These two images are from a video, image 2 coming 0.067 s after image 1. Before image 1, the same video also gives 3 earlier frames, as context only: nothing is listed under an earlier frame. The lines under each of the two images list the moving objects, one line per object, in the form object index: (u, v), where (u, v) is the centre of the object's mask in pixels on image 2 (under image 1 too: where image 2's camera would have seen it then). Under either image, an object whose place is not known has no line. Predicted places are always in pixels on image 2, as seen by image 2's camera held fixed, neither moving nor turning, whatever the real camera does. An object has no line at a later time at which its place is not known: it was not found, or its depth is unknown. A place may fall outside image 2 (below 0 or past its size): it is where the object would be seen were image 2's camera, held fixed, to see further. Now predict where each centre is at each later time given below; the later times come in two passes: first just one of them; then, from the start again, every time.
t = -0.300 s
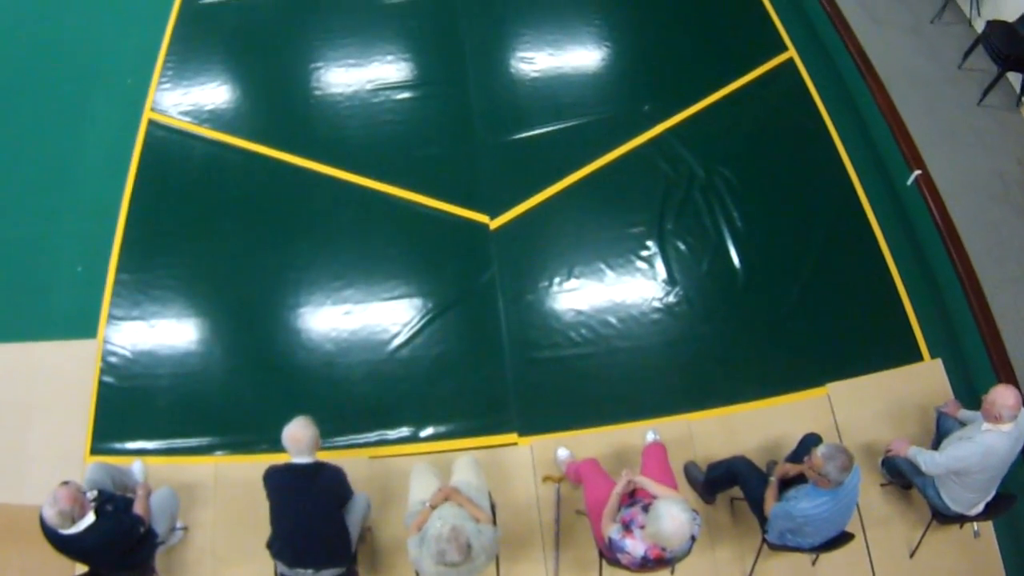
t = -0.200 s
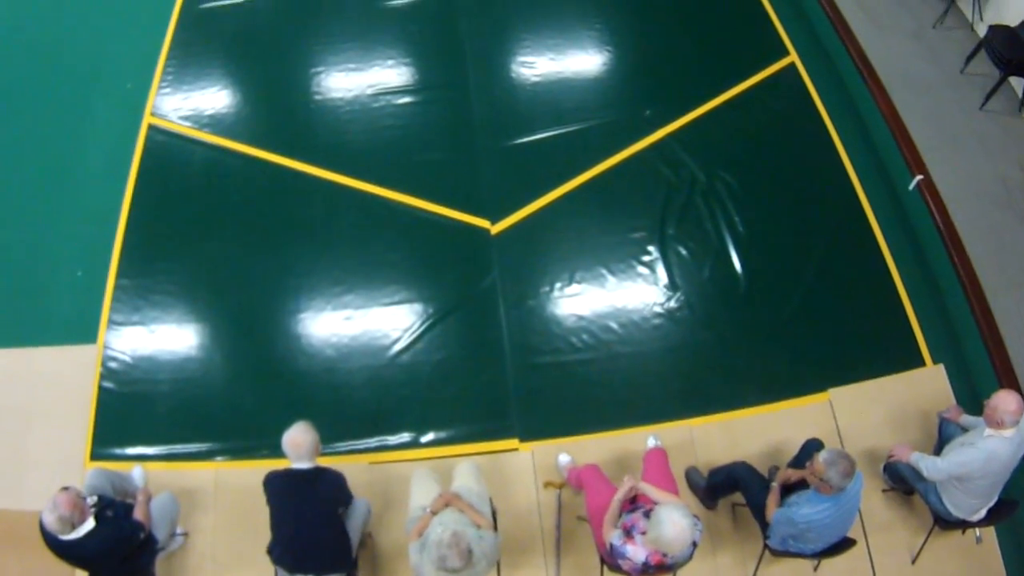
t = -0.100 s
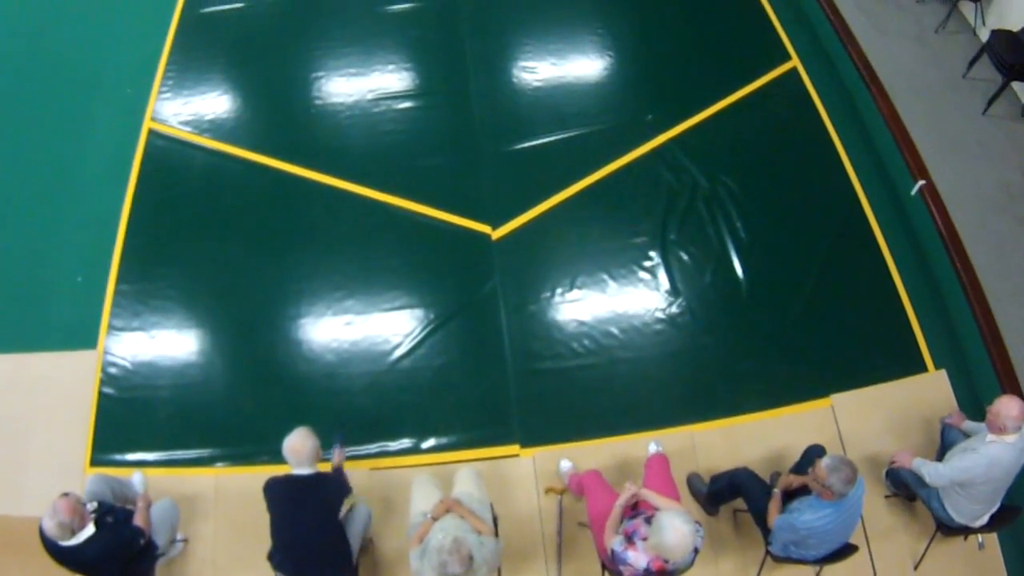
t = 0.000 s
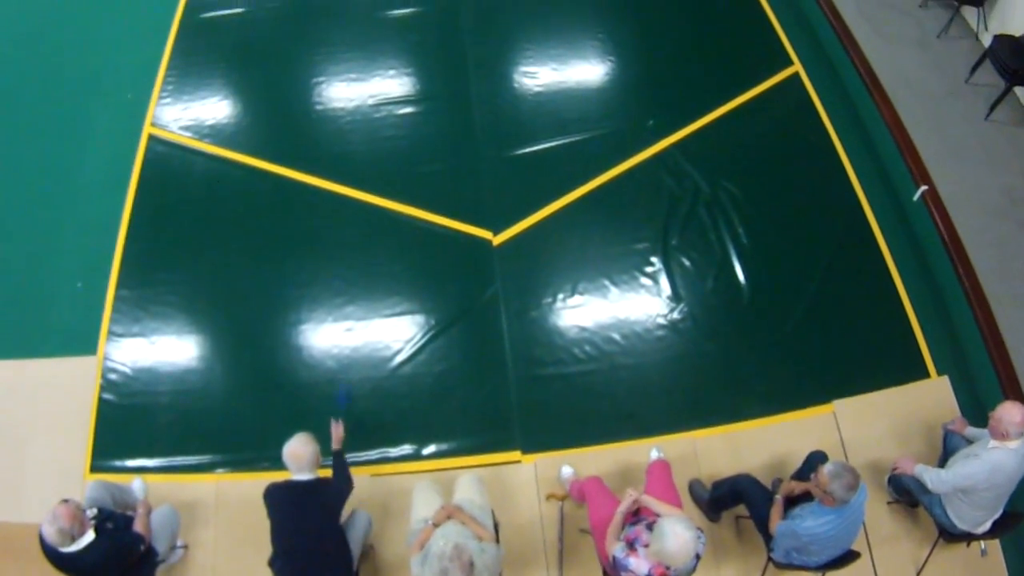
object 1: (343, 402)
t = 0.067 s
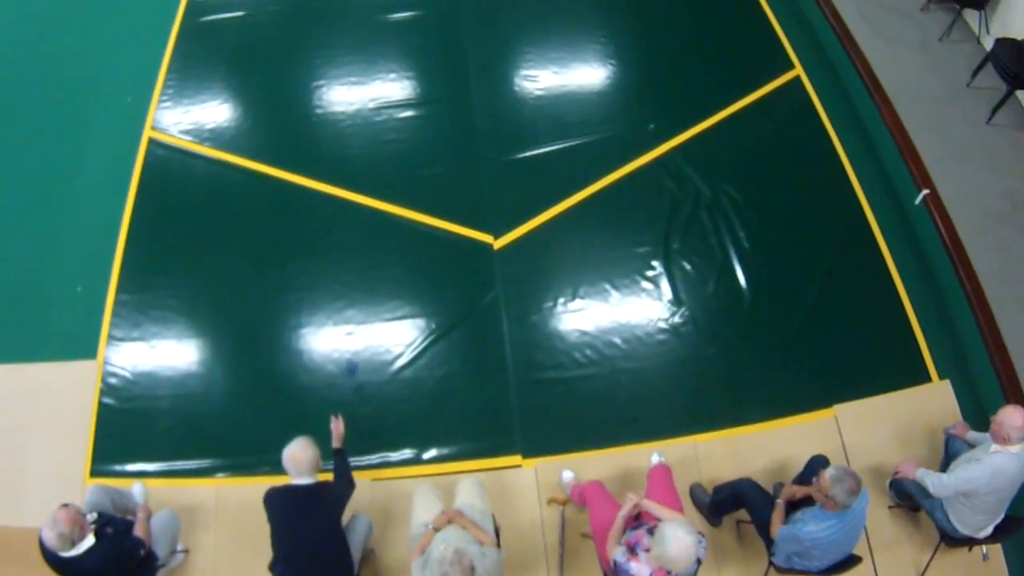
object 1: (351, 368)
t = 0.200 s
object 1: (361, 319)
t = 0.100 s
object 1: (357, 364)
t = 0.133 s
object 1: (357, 344)
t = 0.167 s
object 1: (360, 332)
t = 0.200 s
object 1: (361, 319)
